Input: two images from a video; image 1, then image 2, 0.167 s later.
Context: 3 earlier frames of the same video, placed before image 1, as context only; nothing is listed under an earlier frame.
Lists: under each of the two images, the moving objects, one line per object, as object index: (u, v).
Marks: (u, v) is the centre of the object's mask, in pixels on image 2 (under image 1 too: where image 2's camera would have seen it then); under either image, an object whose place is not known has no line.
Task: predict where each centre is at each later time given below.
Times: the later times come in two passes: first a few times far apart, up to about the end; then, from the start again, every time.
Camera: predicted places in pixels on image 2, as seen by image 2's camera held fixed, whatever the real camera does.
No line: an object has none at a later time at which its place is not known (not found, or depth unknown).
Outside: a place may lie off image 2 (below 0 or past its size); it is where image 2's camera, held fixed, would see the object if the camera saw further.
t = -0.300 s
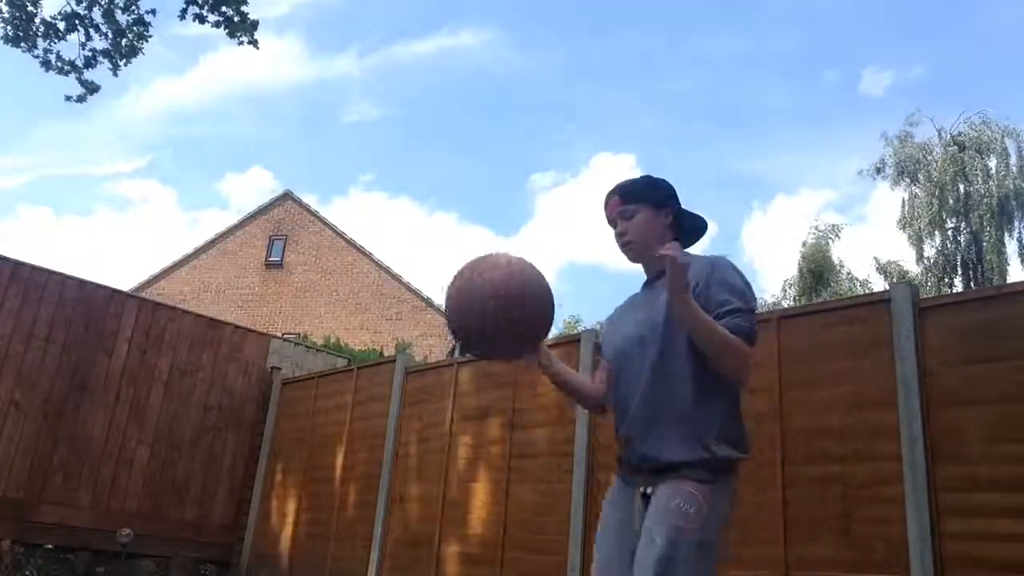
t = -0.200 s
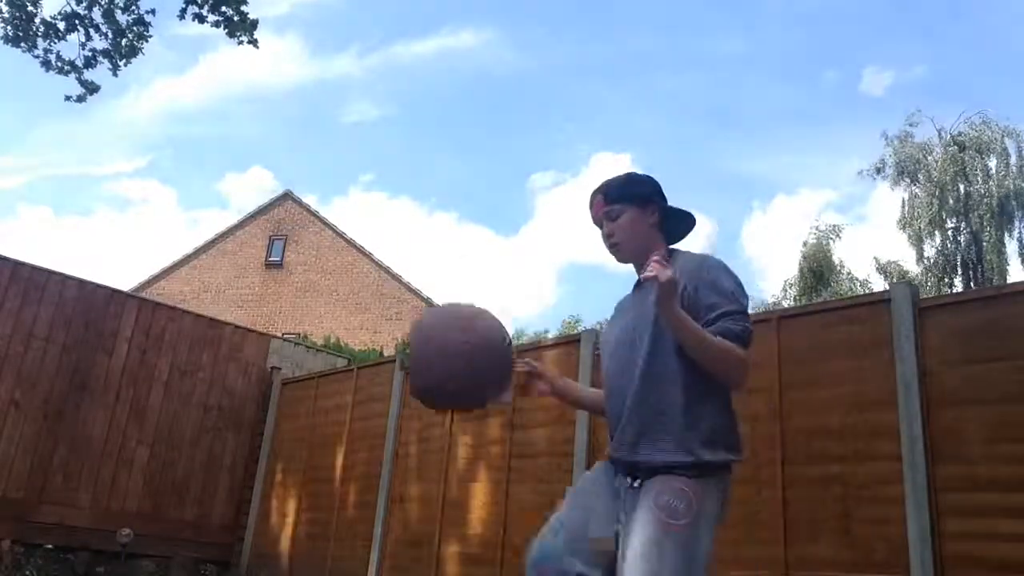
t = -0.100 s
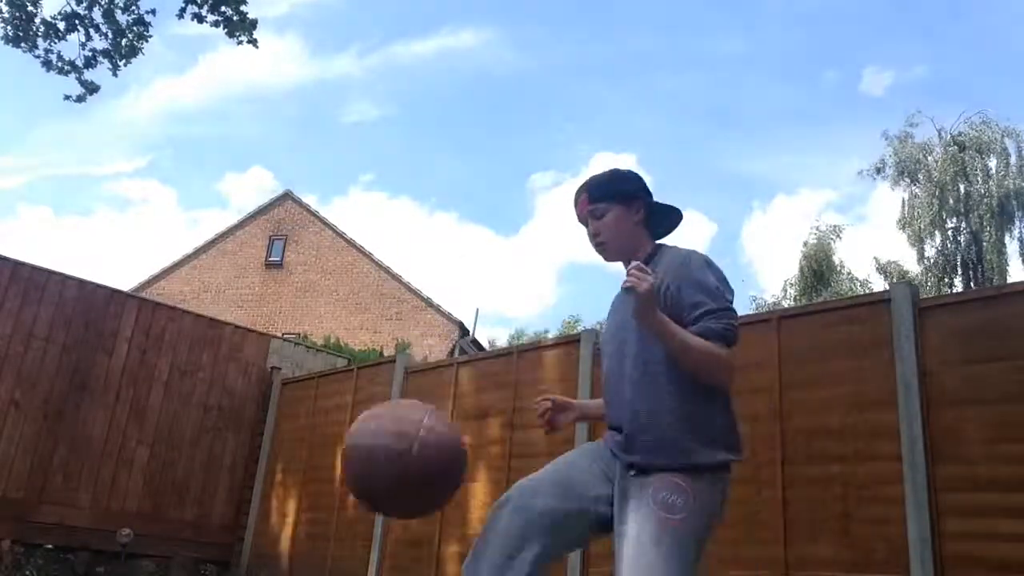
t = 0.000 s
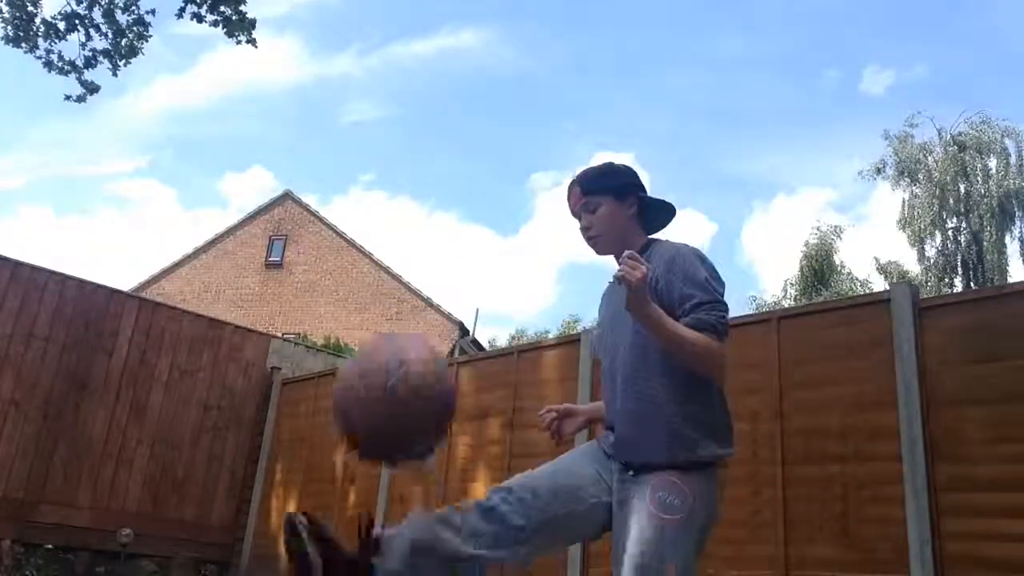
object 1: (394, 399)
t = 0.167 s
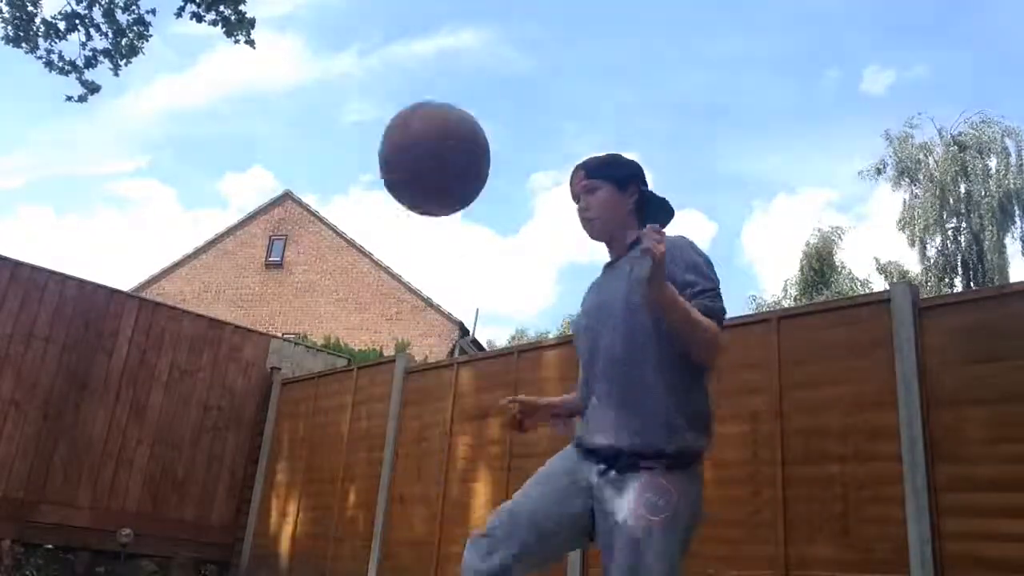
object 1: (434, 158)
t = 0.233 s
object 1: (443, 109)
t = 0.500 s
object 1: (457, 92)
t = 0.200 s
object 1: (439, 131)
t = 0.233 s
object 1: (443, 109)
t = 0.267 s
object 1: (447, 92)
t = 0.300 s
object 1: (450, 80)
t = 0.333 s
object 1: (453, 72)
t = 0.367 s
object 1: (455, 68)
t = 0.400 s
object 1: (456, 68)
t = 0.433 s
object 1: (457, 72)
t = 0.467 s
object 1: (457, 80)
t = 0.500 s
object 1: (457, 92)
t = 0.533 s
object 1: (456, 109)
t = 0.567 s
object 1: (455, 129)
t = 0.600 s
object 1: (453, 154)
